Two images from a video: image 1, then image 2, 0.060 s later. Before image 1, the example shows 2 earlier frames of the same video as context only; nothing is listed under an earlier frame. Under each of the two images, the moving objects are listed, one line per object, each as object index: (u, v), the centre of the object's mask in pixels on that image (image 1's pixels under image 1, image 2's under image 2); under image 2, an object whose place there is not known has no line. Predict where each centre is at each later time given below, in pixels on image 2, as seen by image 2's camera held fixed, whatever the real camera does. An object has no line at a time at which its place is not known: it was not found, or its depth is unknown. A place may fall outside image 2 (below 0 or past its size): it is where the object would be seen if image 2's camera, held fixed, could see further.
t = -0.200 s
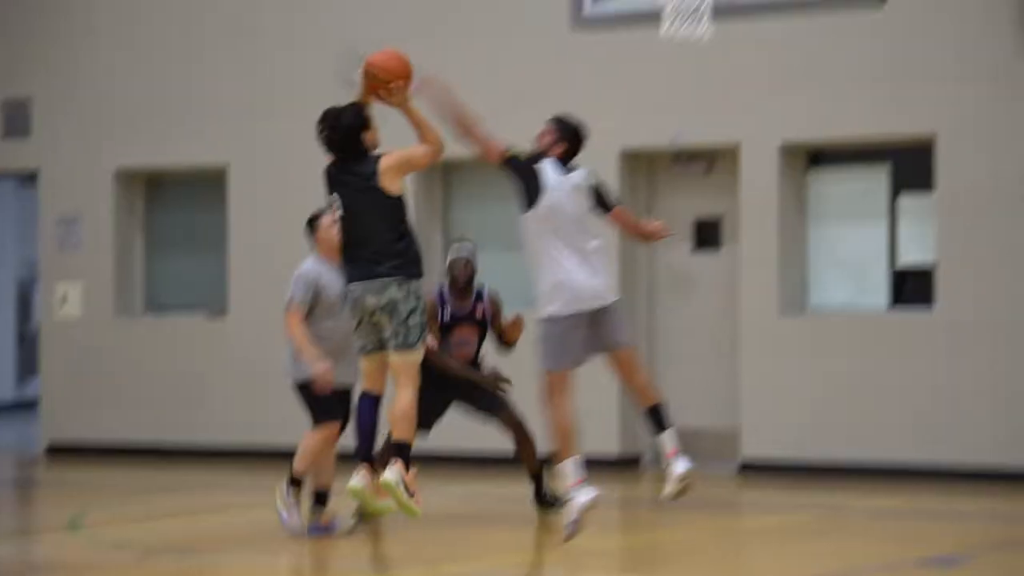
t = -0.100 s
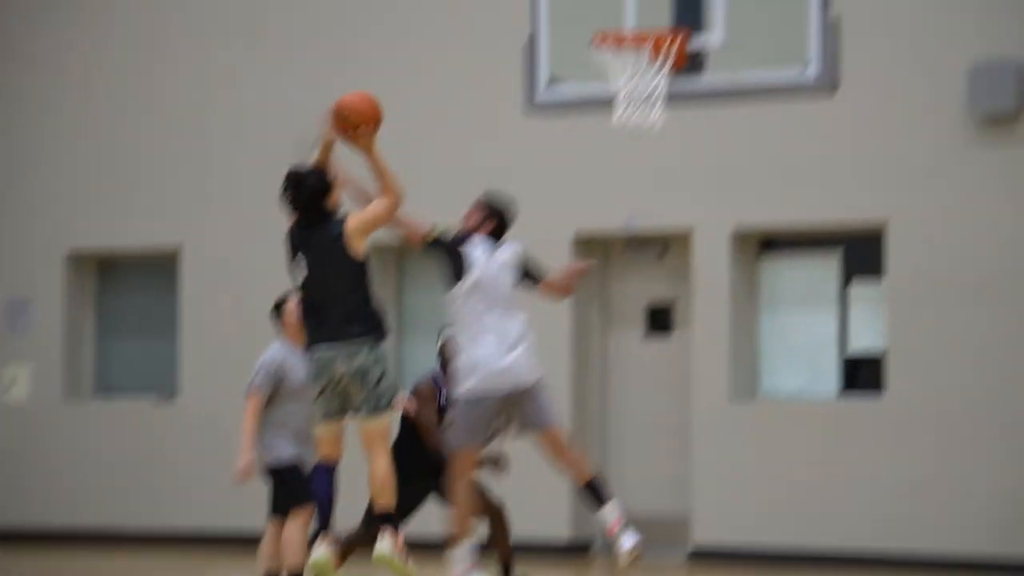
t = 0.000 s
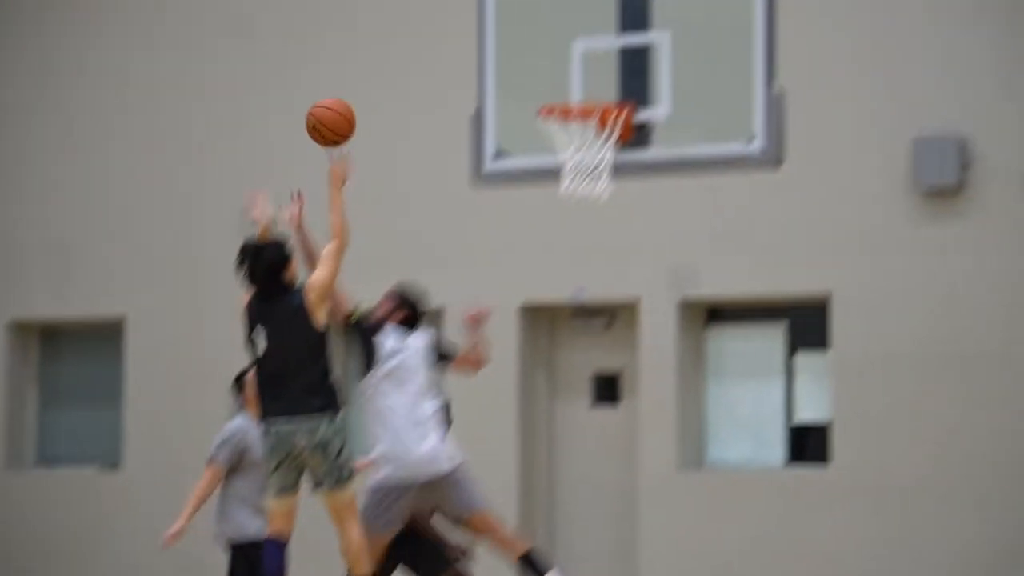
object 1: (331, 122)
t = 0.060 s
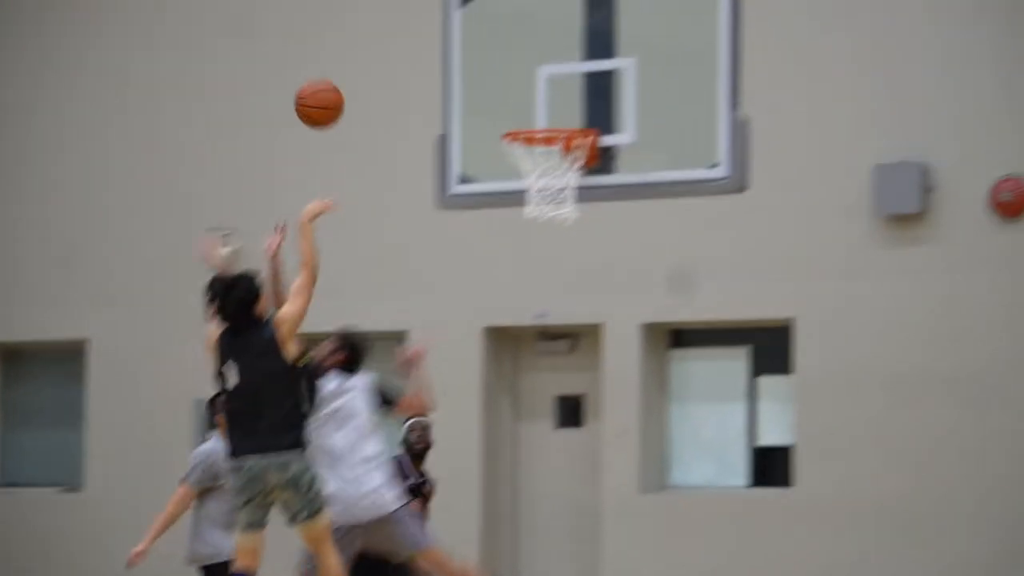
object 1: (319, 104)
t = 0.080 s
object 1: (327, 90)
